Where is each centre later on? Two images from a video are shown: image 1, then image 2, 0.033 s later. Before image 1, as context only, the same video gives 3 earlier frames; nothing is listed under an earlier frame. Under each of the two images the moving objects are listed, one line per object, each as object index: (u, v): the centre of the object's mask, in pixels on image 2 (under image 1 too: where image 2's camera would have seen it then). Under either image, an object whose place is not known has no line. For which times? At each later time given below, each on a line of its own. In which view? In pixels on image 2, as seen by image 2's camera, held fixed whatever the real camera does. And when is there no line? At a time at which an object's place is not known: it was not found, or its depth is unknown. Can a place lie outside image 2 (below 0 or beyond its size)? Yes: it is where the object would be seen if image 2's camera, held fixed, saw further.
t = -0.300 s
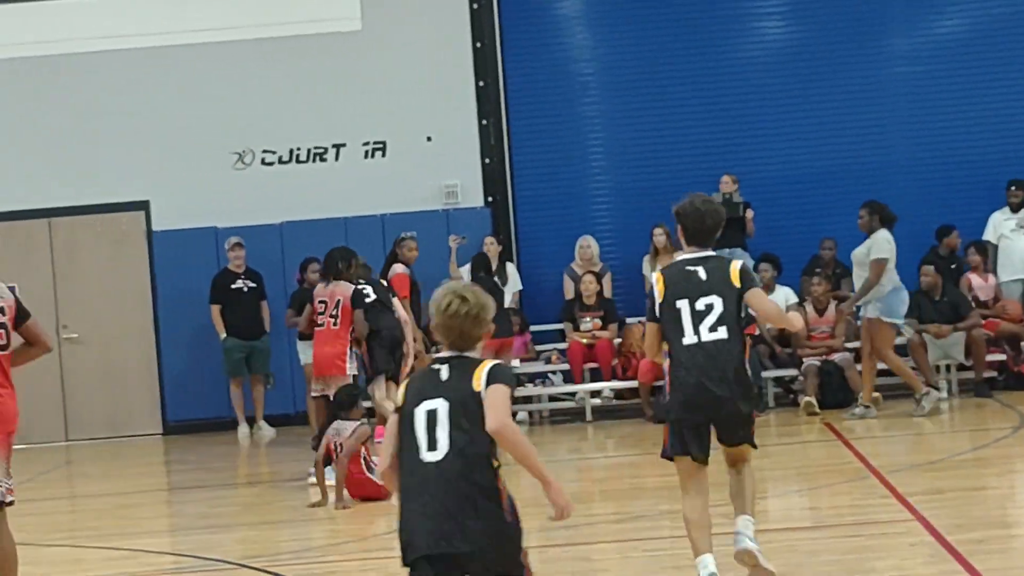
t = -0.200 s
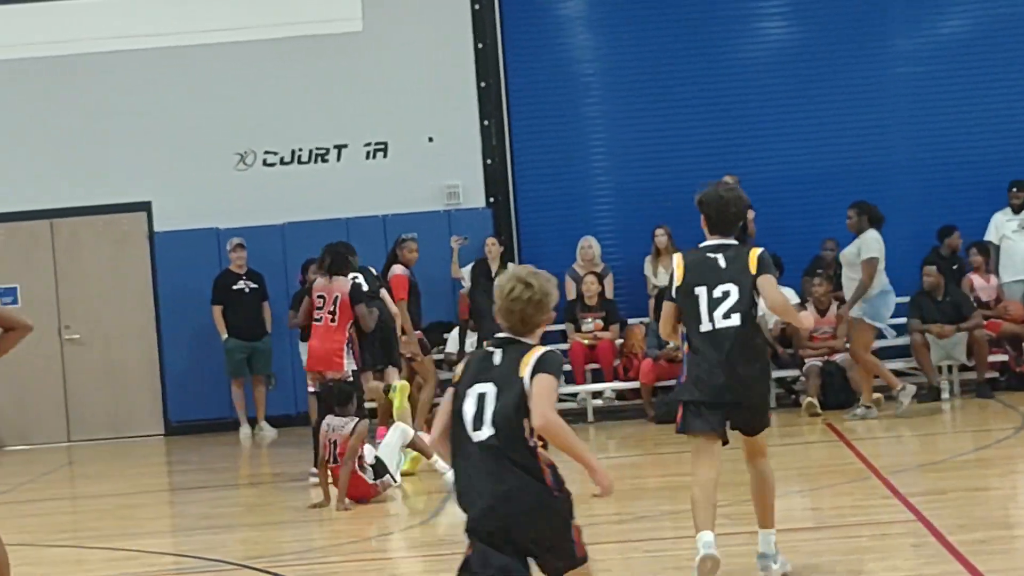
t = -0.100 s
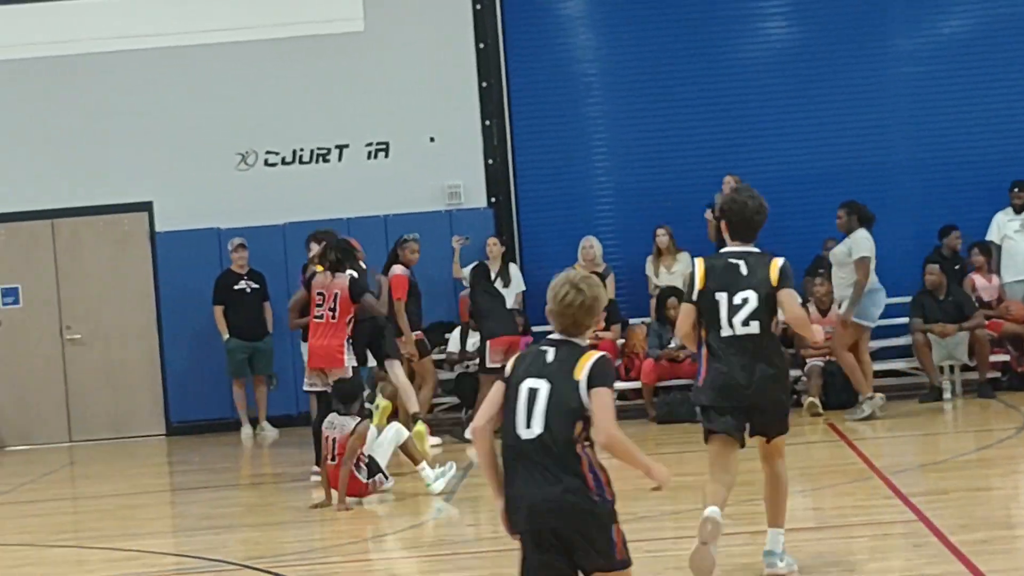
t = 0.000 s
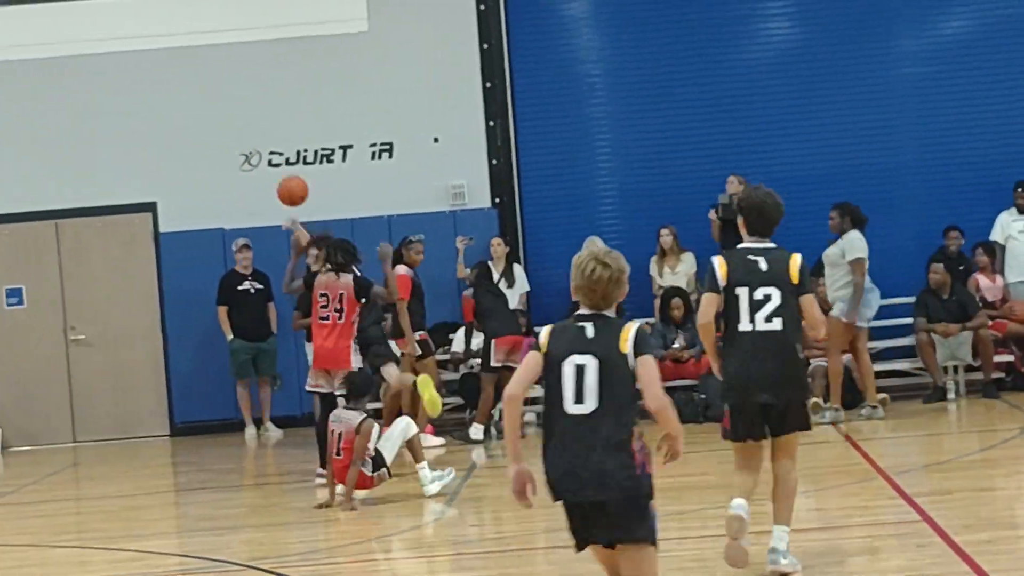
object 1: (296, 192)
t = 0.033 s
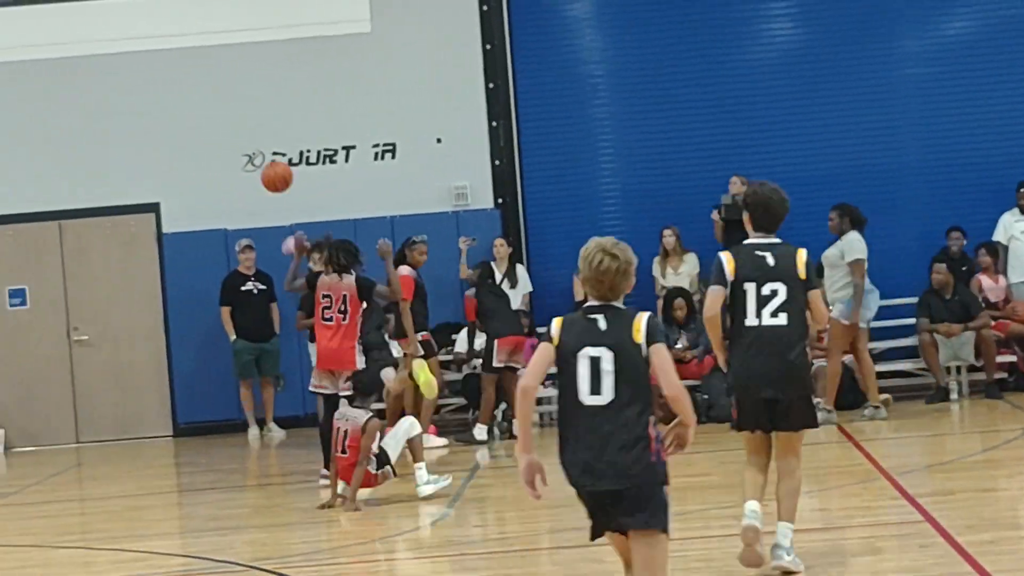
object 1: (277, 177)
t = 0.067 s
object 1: (258, 163)
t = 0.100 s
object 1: (239, 151)
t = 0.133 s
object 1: (220, 139)
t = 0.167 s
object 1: (201, 130)
